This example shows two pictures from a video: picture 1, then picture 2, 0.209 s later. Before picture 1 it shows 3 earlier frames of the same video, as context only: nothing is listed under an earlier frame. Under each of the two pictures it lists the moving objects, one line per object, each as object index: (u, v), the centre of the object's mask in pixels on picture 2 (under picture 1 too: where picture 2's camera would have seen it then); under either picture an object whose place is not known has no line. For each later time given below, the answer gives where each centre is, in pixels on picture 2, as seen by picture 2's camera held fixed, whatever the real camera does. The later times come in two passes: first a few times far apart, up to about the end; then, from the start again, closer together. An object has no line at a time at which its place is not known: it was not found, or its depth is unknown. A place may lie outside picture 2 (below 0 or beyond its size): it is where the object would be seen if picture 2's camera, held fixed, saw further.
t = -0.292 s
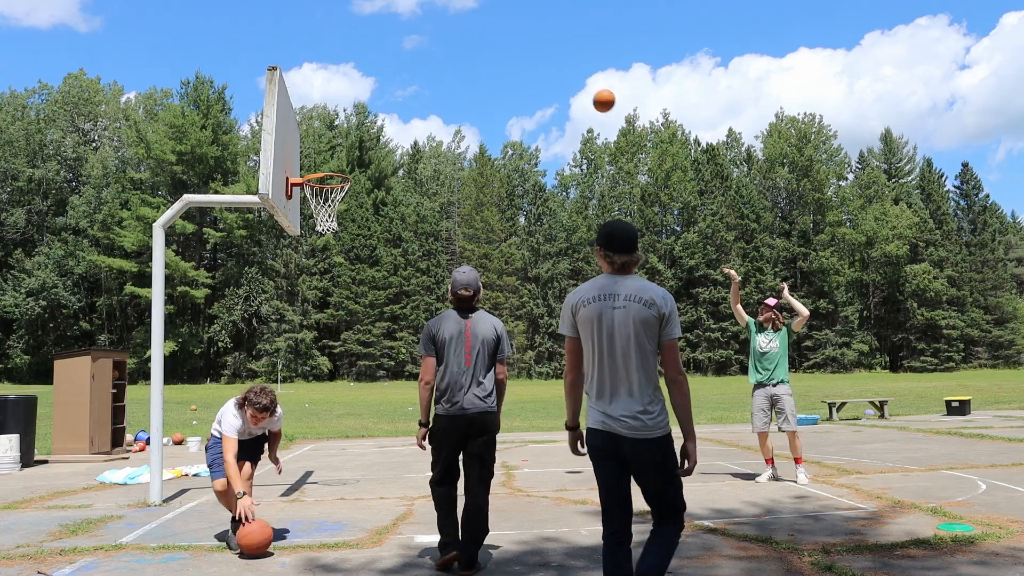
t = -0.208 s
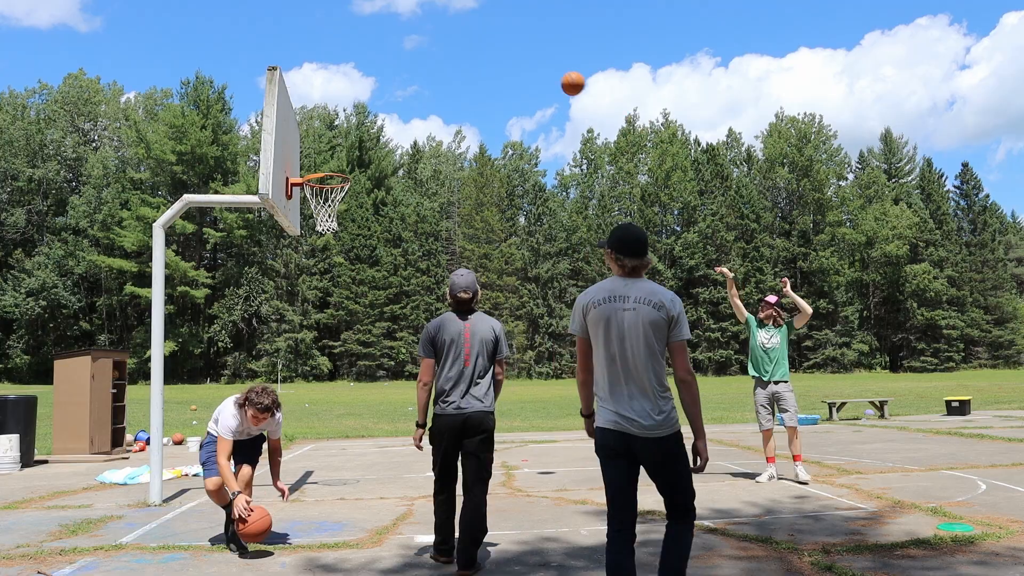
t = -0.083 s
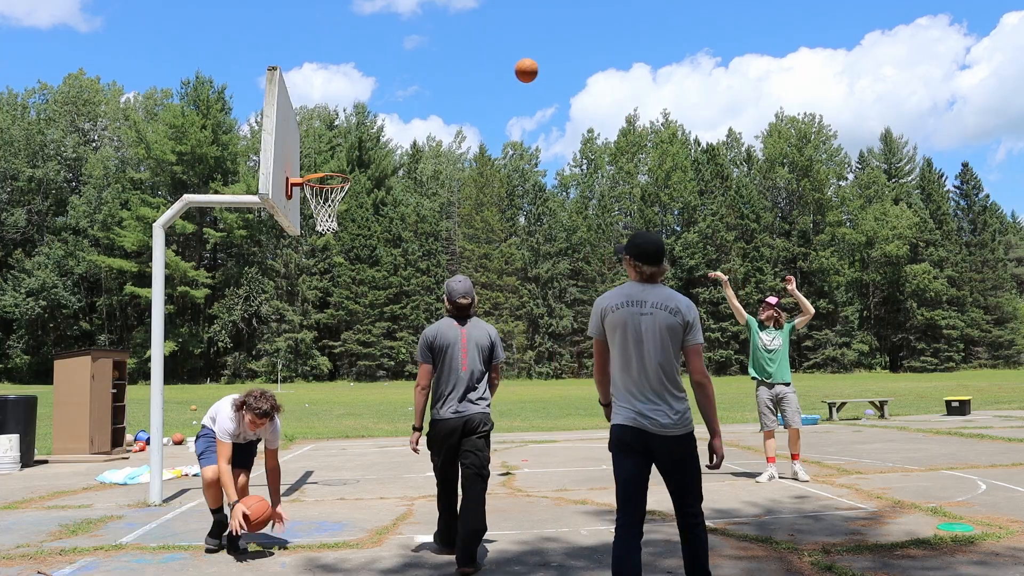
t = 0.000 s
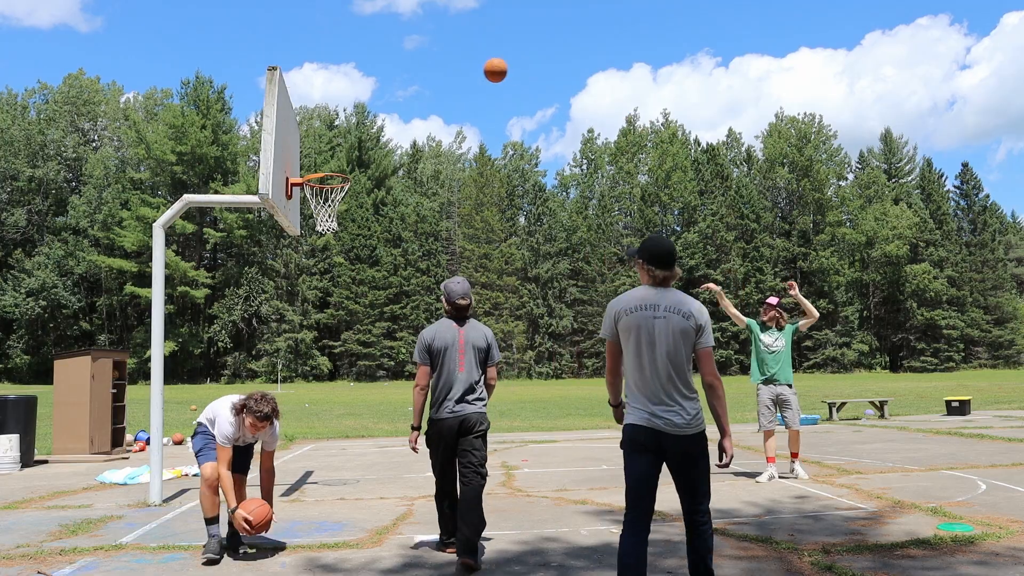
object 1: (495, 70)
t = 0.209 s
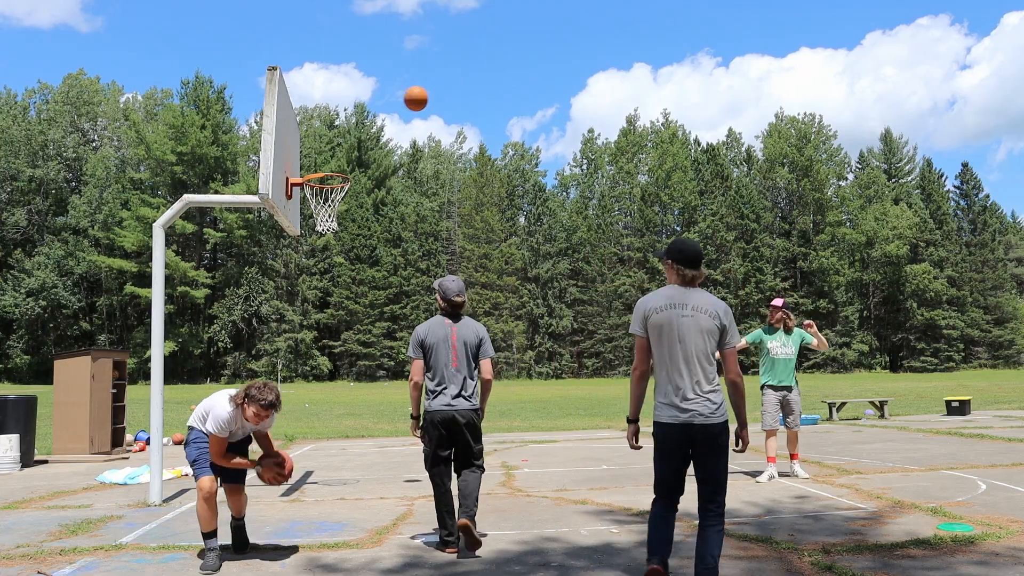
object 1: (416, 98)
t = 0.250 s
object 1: (400, 109)
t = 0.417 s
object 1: (335, 170)
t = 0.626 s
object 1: (251, 294)
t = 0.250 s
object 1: (400, 109)
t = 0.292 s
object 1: (383, 121)
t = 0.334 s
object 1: (367, 136)
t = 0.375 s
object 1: (352, 152)
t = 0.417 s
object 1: (335, 170)
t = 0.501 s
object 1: (302, 214)
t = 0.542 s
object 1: (286, 239)
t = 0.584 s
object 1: (268, 267)
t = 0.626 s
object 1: (251, 294)
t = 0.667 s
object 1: (234, 326)
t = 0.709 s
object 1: (214, 357)
